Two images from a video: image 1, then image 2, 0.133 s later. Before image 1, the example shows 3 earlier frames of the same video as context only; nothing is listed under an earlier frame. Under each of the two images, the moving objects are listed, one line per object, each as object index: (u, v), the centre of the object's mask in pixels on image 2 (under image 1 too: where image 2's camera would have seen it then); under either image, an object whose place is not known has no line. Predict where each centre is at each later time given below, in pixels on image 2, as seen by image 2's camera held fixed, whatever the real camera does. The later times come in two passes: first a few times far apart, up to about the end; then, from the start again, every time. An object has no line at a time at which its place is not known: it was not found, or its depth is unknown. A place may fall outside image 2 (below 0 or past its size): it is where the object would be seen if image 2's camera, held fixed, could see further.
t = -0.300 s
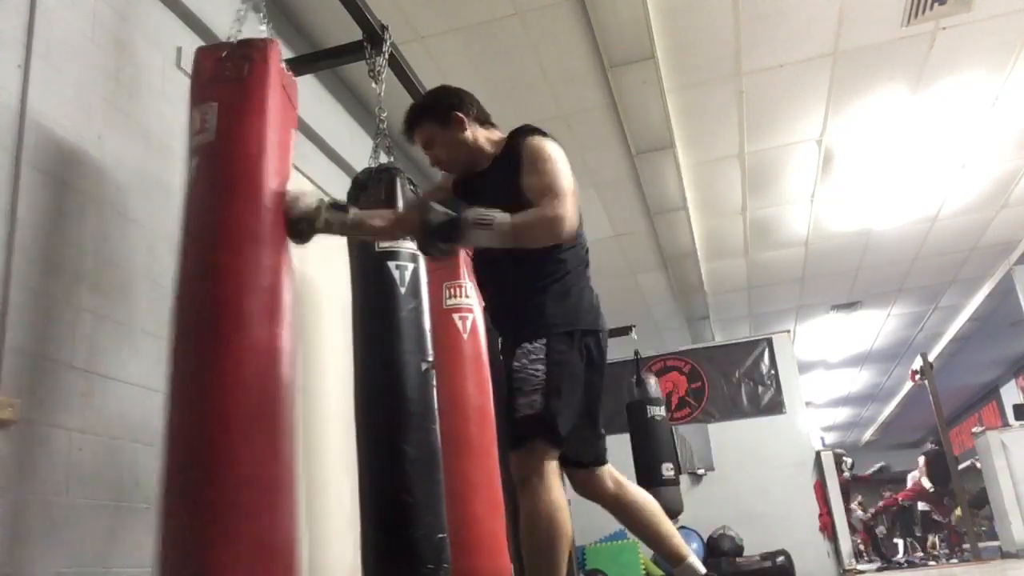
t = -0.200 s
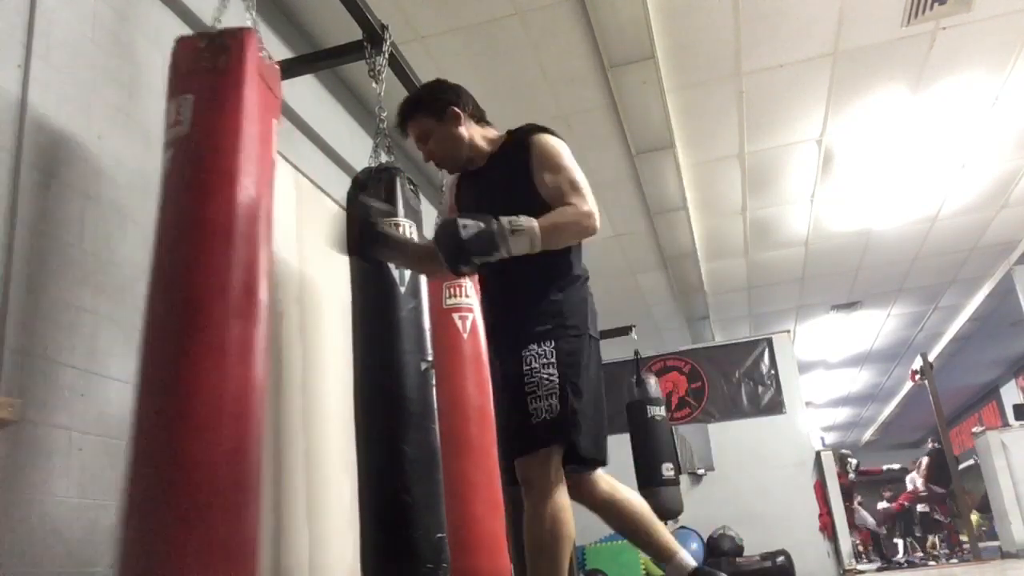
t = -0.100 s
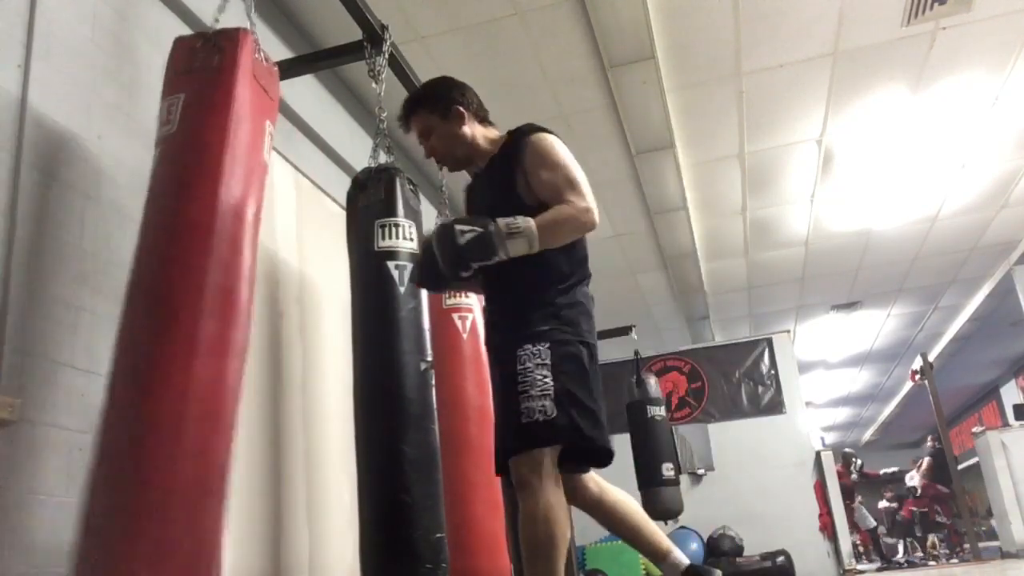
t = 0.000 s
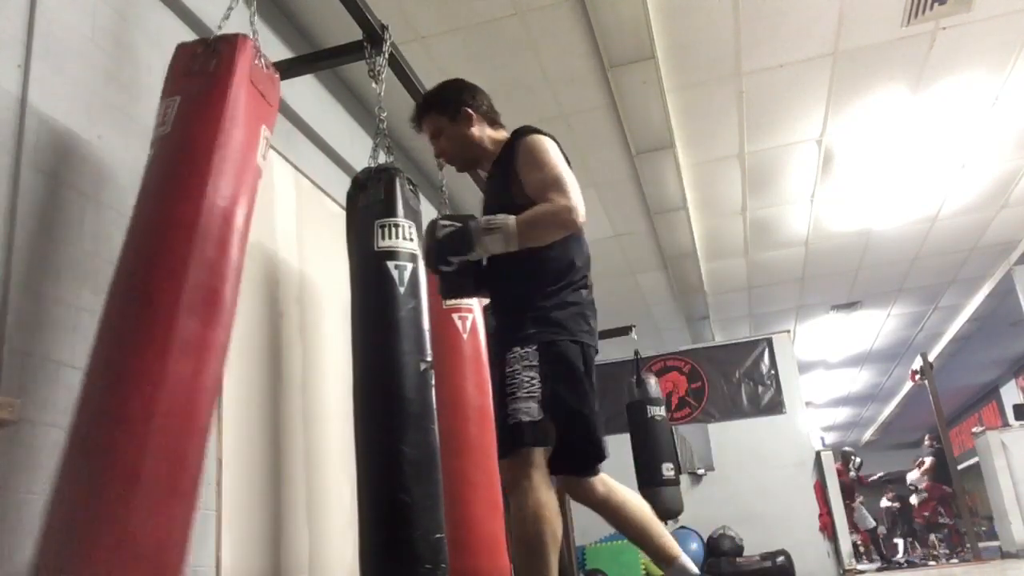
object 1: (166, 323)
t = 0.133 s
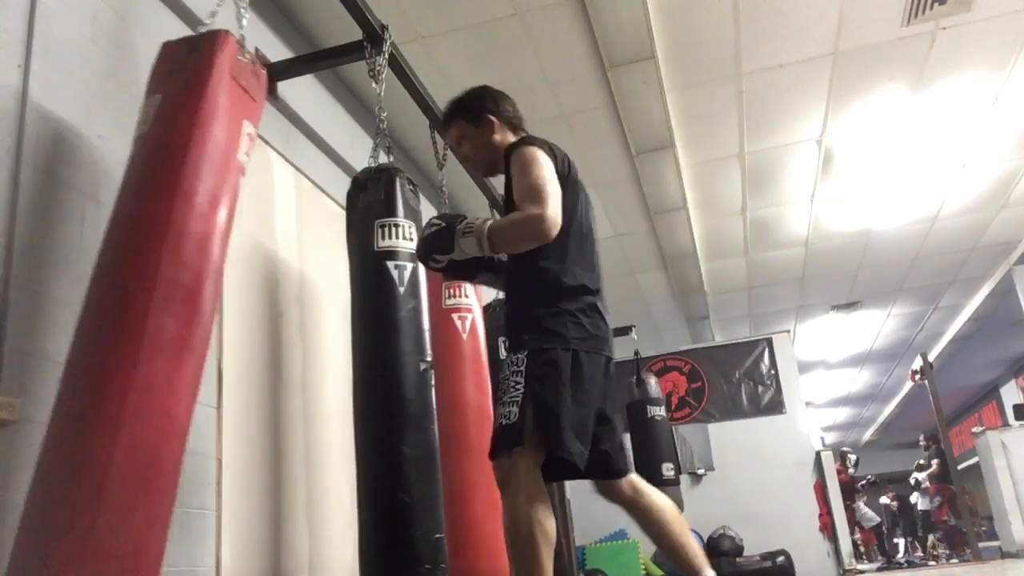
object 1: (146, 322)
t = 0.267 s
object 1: (138, 318)
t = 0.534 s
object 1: (157, 324)
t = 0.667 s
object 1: (180, 322)
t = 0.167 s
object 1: (142, 321)
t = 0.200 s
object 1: (140, 319)
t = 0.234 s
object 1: (139, 319)
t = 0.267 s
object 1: (138, 318)
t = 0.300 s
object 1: (138, 318)
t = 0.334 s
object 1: (139, 320)
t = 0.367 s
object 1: (140, 321)
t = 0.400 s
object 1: (142, 323)
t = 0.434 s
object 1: (145, 324)
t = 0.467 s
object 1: (148, 324)
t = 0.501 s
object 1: (152, 325)
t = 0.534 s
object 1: (157, 324)
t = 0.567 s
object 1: (162, 324)
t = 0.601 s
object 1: (167, 323)
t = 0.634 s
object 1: (173, 322)
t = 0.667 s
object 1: (180, 322)
